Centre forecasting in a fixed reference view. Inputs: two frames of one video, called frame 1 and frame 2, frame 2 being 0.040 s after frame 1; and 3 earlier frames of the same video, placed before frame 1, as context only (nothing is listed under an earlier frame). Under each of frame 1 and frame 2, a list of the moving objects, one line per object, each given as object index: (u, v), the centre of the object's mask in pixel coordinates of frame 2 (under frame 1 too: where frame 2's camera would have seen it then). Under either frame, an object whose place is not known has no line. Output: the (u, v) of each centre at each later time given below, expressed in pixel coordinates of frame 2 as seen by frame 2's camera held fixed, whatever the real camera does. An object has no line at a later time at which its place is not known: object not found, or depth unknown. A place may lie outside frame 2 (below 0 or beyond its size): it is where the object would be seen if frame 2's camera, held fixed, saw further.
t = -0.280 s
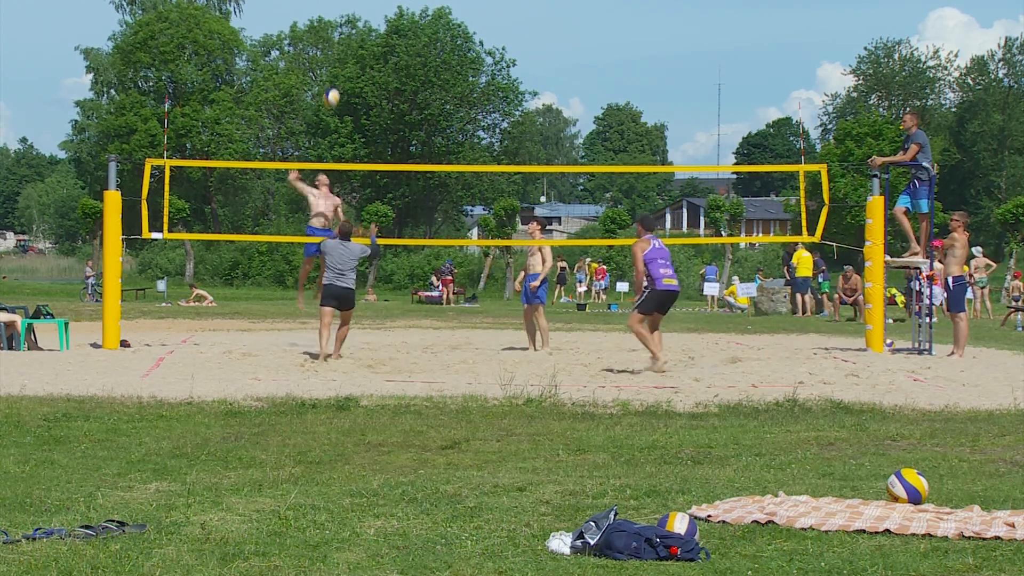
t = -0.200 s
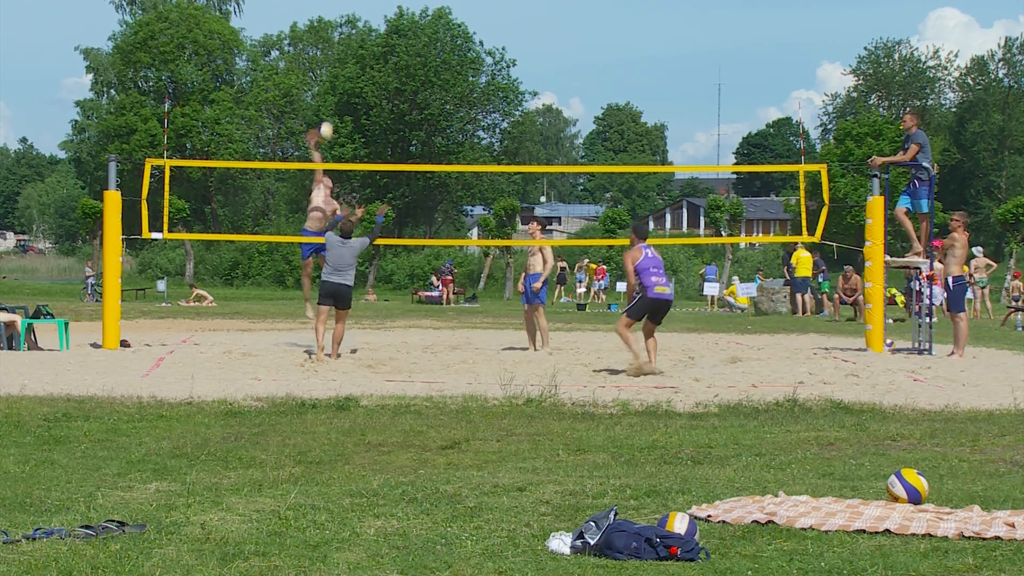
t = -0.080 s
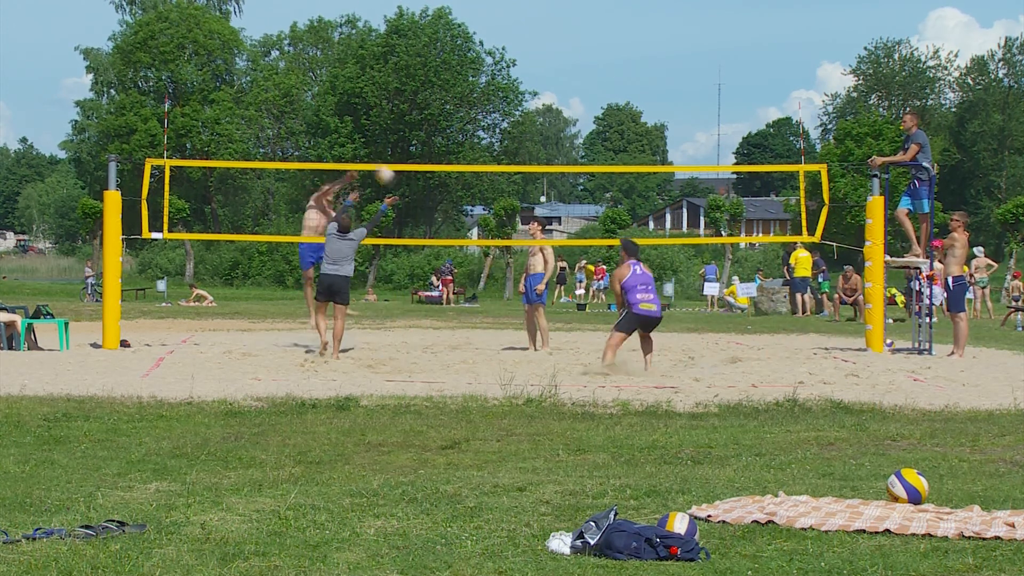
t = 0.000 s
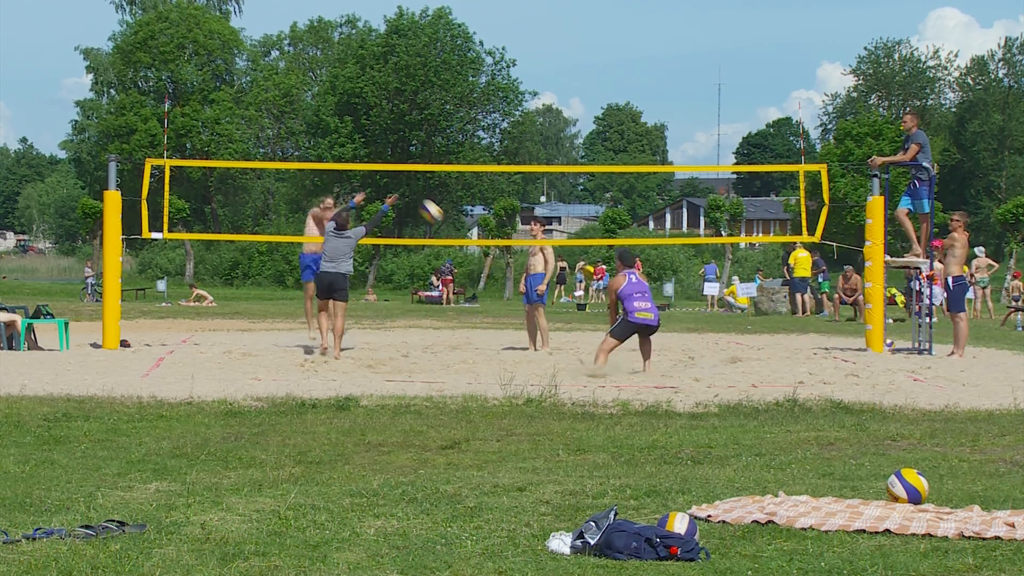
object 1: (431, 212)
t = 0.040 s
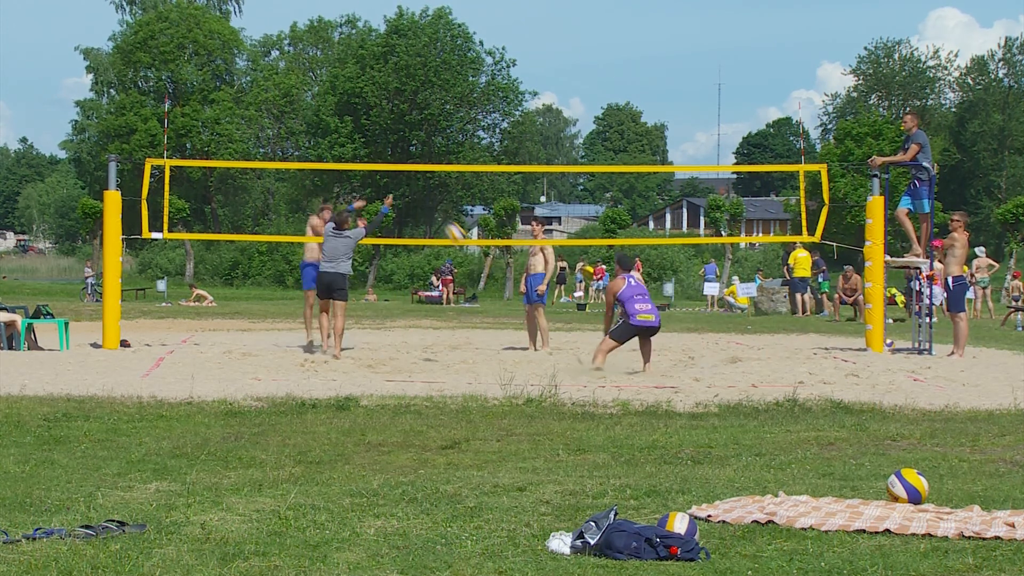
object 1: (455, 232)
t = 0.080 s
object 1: (479, 256)
